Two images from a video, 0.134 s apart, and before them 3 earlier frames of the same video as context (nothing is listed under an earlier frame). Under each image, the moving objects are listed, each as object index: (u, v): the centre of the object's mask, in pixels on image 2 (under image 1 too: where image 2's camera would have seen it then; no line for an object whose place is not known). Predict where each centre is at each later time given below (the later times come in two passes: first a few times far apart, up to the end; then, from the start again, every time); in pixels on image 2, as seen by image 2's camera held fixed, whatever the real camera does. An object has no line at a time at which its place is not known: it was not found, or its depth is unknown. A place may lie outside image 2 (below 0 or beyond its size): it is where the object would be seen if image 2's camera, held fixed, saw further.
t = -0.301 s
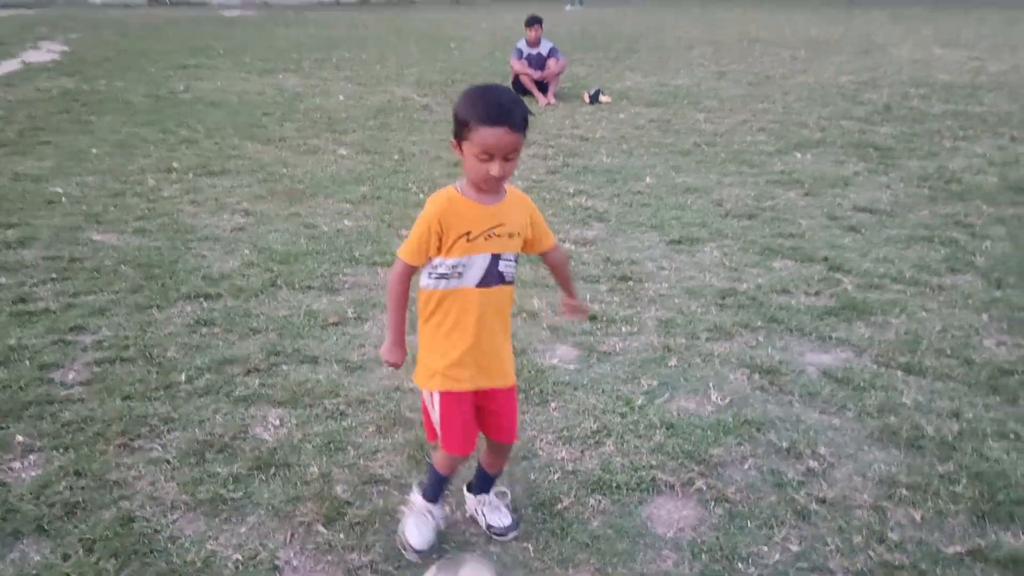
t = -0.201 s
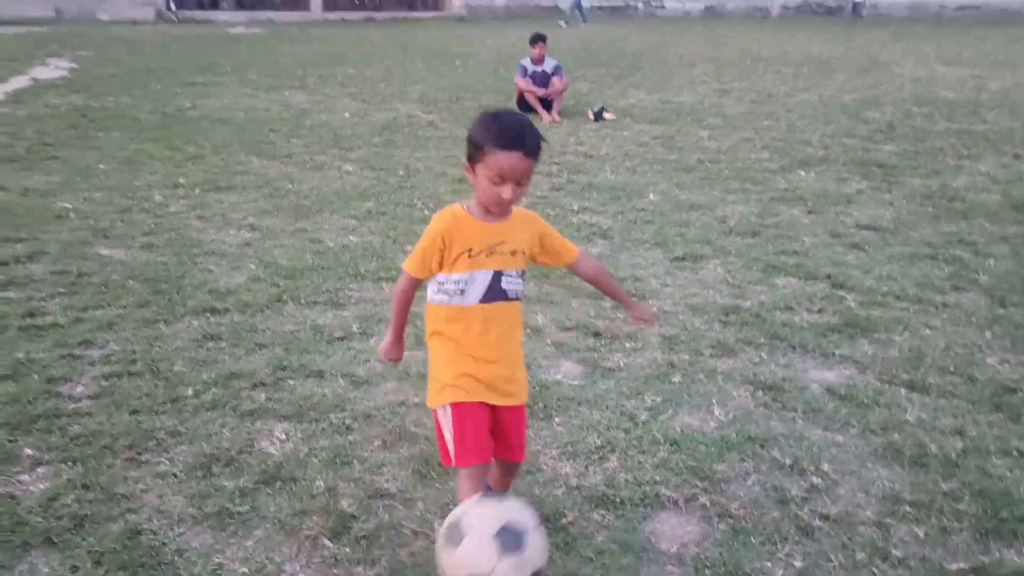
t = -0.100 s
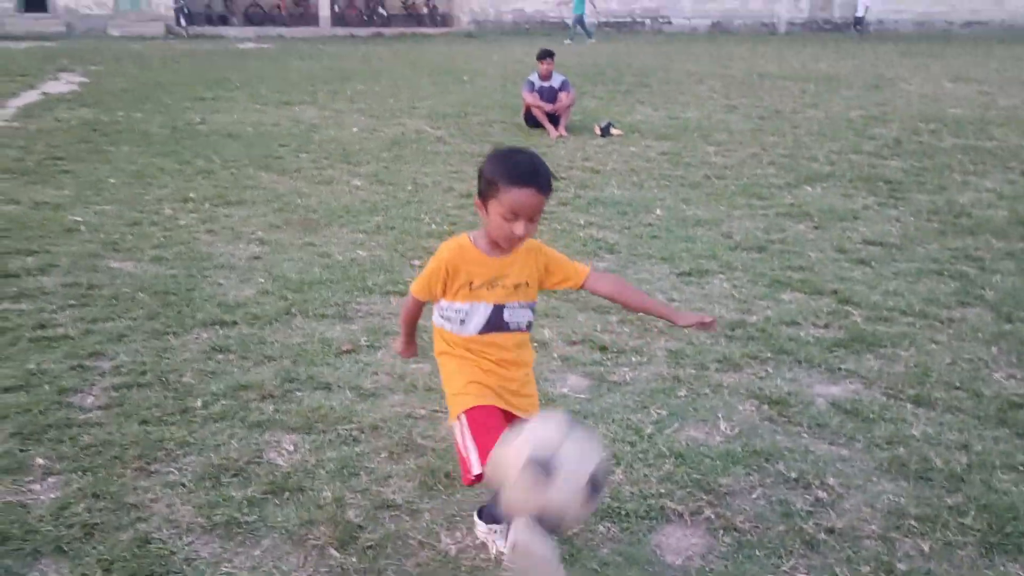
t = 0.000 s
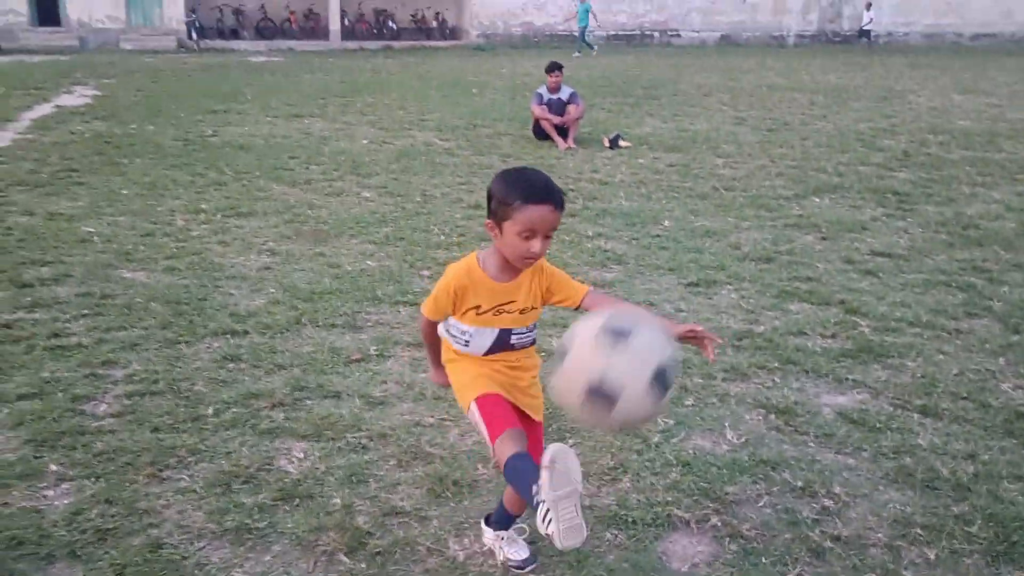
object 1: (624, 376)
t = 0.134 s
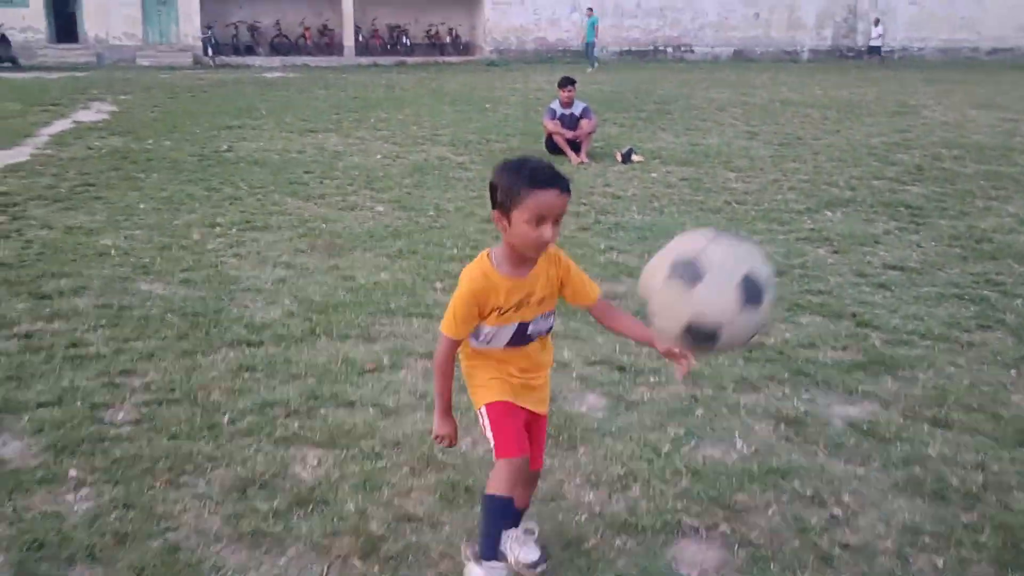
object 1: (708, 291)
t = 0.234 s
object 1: (766, 284)
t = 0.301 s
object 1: (802, 307)
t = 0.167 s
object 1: (727, 283)
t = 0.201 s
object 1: (747, 281)
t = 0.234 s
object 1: (766, 284)
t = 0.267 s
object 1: (785, 293)
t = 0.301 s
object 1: (802, 307)
